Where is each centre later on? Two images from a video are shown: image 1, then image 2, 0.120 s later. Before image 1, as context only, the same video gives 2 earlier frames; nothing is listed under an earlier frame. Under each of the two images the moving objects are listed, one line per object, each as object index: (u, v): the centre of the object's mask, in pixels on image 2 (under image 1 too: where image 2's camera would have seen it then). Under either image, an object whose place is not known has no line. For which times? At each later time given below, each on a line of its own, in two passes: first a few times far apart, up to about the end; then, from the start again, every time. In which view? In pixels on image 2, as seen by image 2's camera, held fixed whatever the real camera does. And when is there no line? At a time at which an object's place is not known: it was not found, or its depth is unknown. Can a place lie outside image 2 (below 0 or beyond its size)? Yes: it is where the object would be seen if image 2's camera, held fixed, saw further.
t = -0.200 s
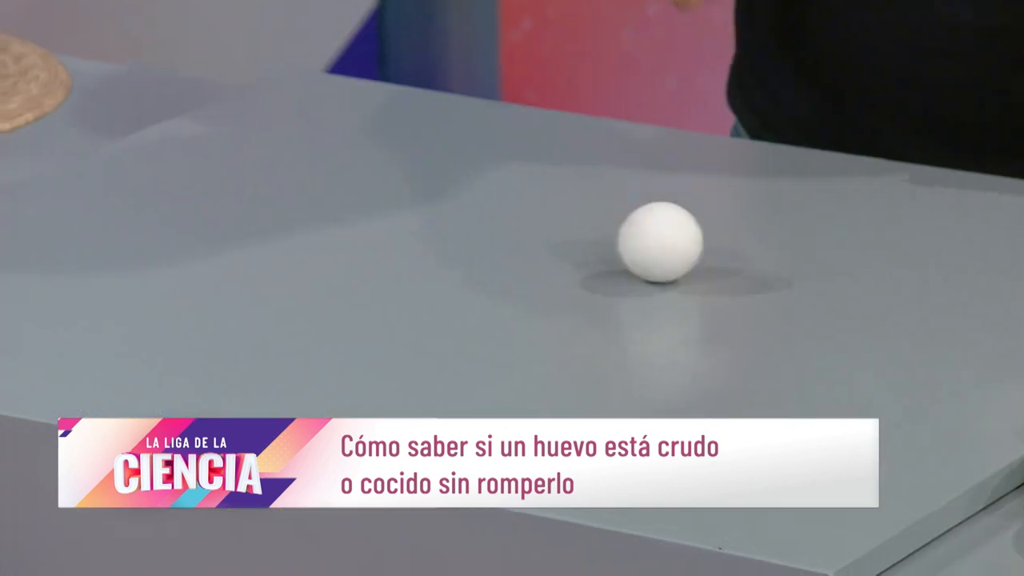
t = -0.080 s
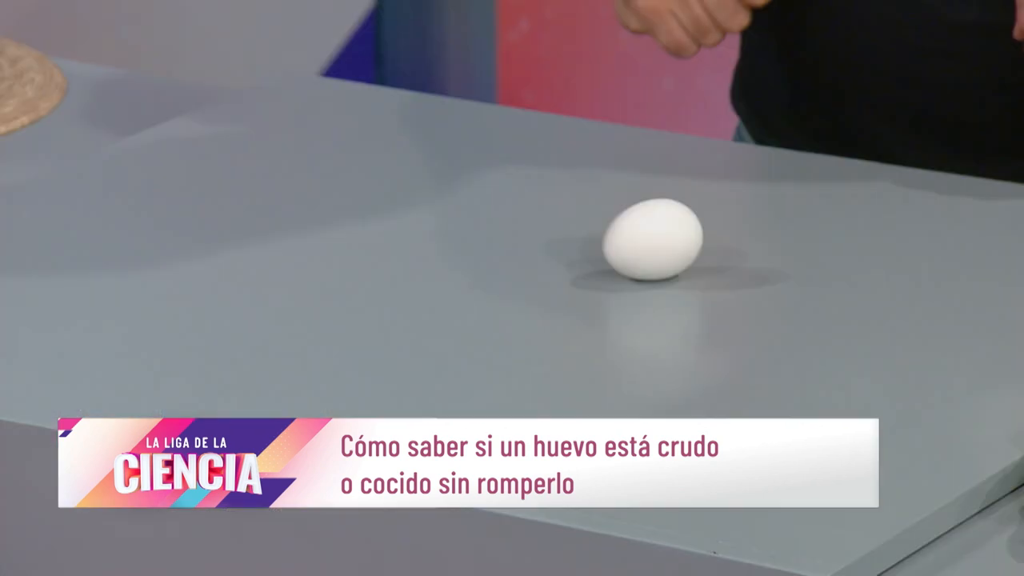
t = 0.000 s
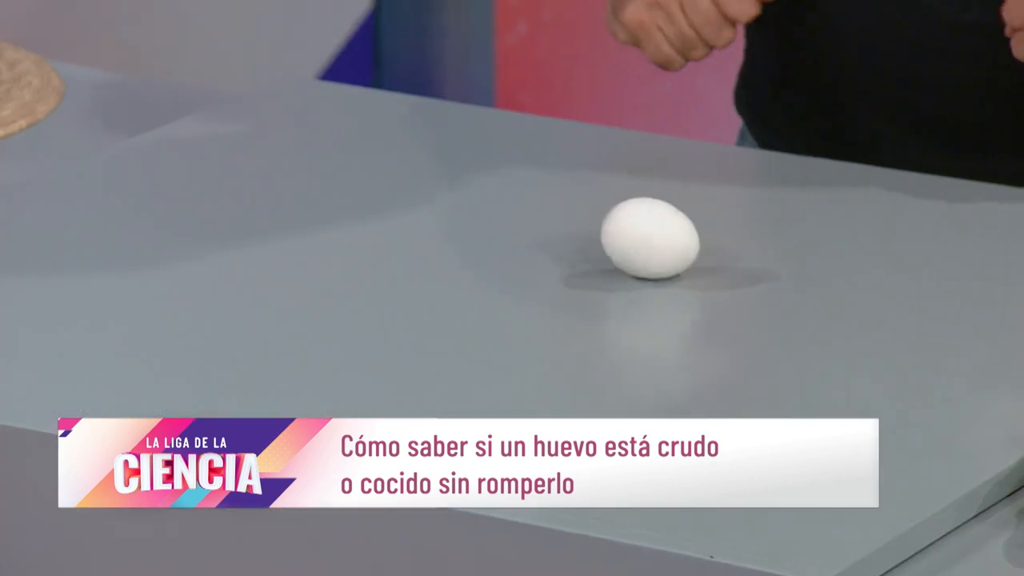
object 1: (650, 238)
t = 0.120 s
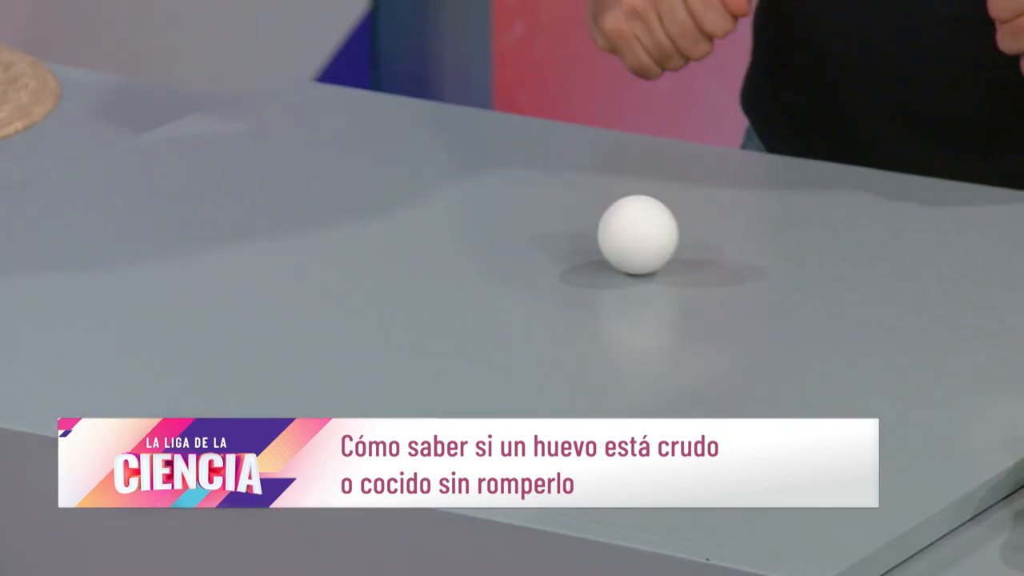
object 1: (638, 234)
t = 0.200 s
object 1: (628, 233)
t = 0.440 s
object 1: (595, 224)
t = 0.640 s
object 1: (562, 214)
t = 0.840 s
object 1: (528, 208)
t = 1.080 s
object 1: (491, 207)
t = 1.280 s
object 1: (468, 210)
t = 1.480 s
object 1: (453, 214)
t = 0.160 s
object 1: (634, 233)
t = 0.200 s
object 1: (628, 233)
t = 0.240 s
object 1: (622, 232)
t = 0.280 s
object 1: (618, 231)
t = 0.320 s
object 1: (613, 229)
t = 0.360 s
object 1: (607, 227)
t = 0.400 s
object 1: (600, 225)
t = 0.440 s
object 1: (595, 224)
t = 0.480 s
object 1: (589, 222)
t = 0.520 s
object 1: (582, 220)
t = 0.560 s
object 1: (575, 218)
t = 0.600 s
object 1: (570, 217)
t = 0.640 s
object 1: (562, 214)
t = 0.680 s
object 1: (556, 213)
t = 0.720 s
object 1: (548, 212)
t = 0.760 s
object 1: (542, 211)
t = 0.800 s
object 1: (533, 210)
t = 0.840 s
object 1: (528, 208)
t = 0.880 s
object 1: (521, 207)
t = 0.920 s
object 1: (514, 207)
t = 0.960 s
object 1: (508, 208)
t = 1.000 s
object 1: (503, 207)
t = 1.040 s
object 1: (496, 207)
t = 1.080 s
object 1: (491, 207)
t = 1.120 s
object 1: (487, 207)
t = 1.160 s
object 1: (480, 208)
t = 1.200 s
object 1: (476, 208)
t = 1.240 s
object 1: (472, 209)
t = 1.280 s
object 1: (468, 210)
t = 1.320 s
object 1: (465, 211)
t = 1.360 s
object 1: (461, 211)
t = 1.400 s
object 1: (456, 211)
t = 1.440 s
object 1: (455, 212)
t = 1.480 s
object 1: (453, 214)
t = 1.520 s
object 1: (450, 215)
